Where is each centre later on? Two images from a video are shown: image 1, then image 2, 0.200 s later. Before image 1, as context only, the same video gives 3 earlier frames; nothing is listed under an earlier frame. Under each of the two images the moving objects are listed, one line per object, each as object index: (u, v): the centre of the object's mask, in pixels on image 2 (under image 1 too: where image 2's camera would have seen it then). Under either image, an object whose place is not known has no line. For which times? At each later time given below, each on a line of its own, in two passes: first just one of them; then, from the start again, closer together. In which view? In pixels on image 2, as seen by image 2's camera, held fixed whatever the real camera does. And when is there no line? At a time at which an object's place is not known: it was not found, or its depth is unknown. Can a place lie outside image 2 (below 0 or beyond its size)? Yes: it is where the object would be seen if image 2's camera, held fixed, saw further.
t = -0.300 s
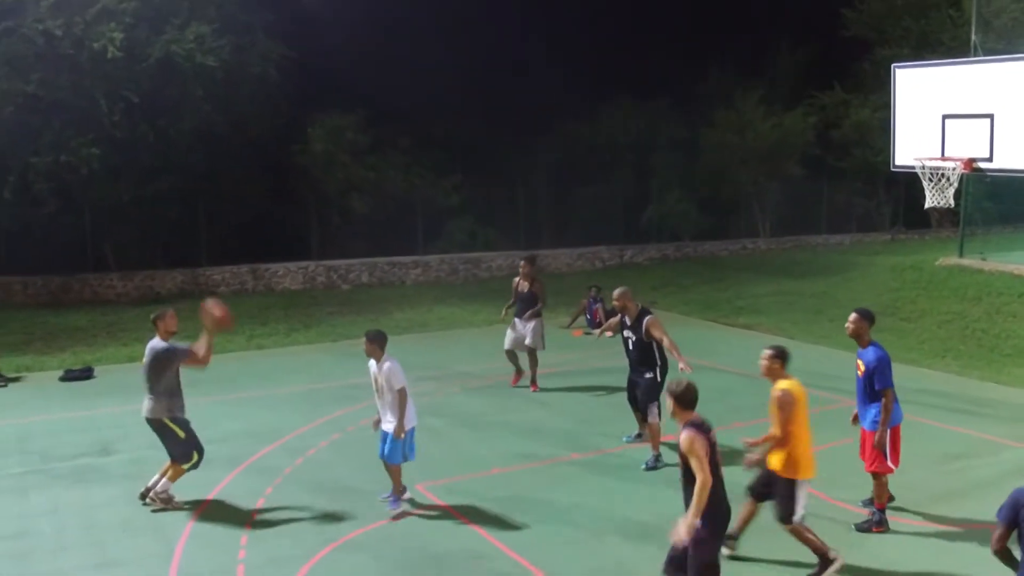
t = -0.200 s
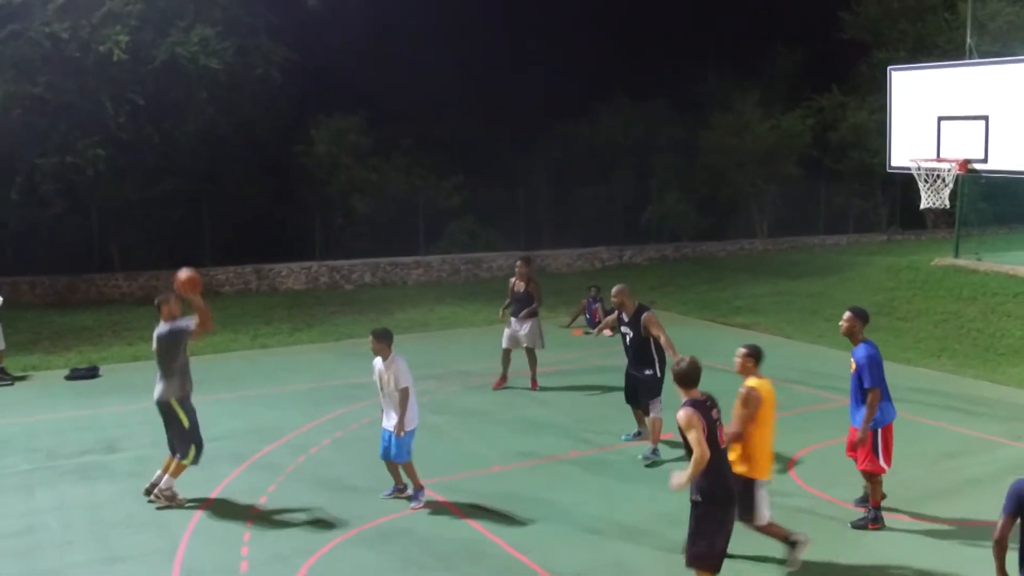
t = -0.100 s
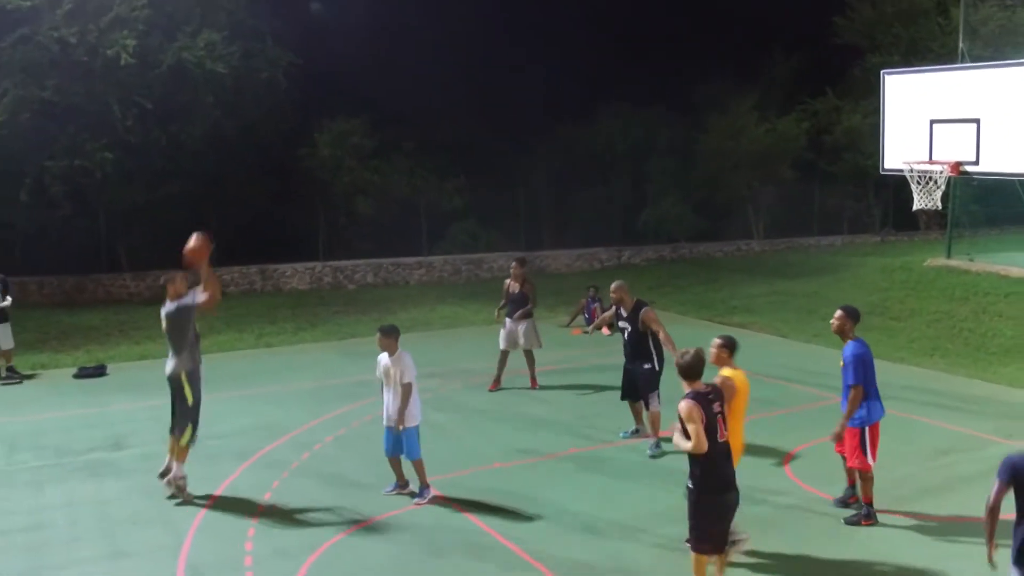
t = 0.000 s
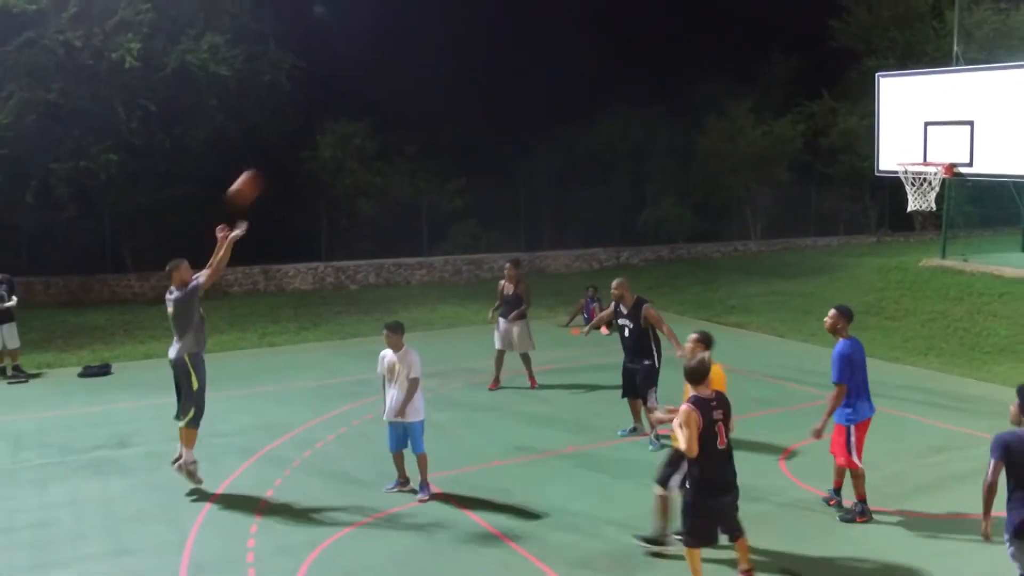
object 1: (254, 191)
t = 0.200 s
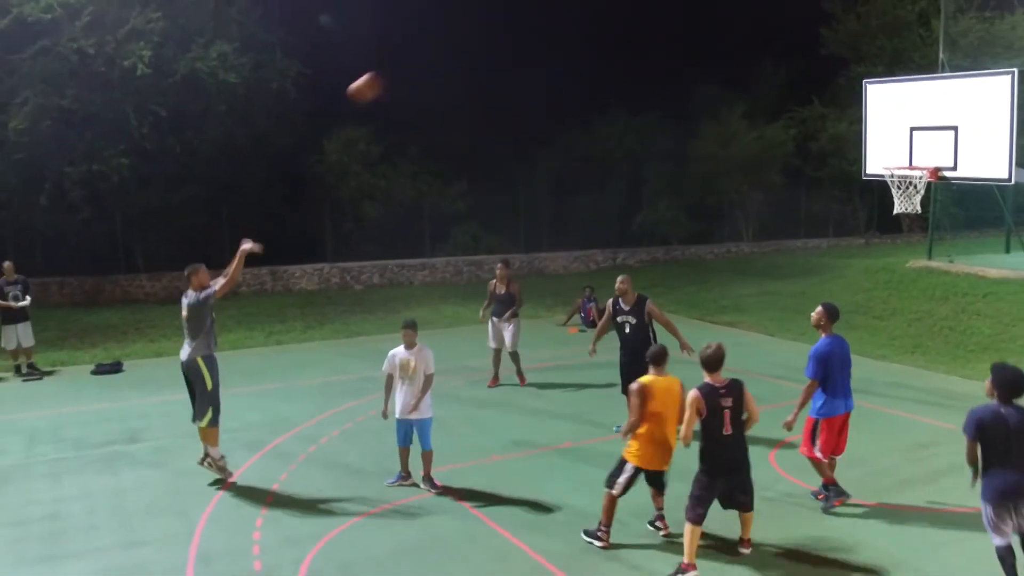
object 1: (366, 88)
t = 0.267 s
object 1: (404, 63)
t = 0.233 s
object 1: (385, 75)
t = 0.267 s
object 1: (404, 63)
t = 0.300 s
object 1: (423, 52)
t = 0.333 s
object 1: (442, 41)
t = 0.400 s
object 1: (480, 25)
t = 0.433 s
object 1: (499, 19)
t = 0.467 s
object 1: (518, 13)
